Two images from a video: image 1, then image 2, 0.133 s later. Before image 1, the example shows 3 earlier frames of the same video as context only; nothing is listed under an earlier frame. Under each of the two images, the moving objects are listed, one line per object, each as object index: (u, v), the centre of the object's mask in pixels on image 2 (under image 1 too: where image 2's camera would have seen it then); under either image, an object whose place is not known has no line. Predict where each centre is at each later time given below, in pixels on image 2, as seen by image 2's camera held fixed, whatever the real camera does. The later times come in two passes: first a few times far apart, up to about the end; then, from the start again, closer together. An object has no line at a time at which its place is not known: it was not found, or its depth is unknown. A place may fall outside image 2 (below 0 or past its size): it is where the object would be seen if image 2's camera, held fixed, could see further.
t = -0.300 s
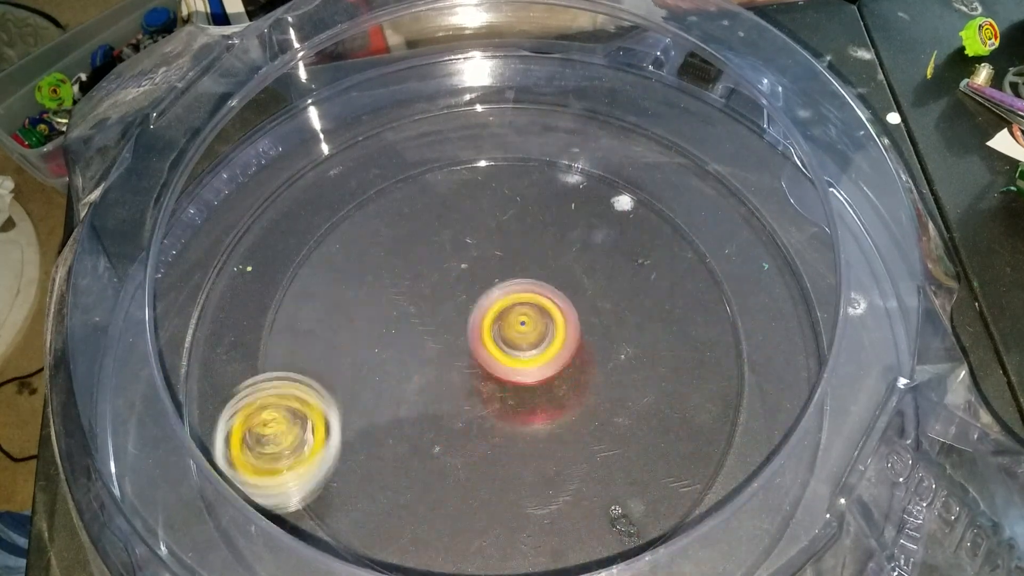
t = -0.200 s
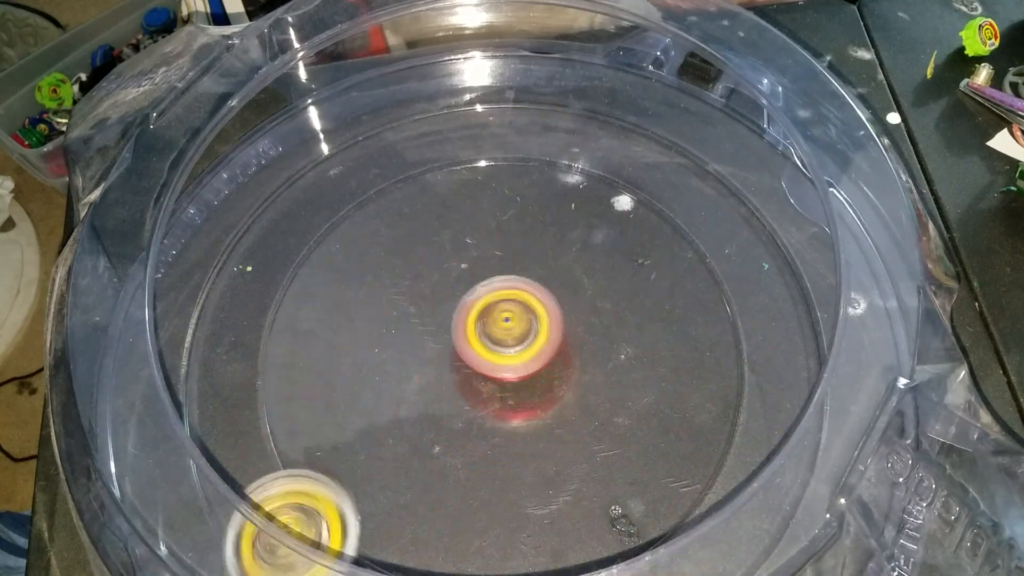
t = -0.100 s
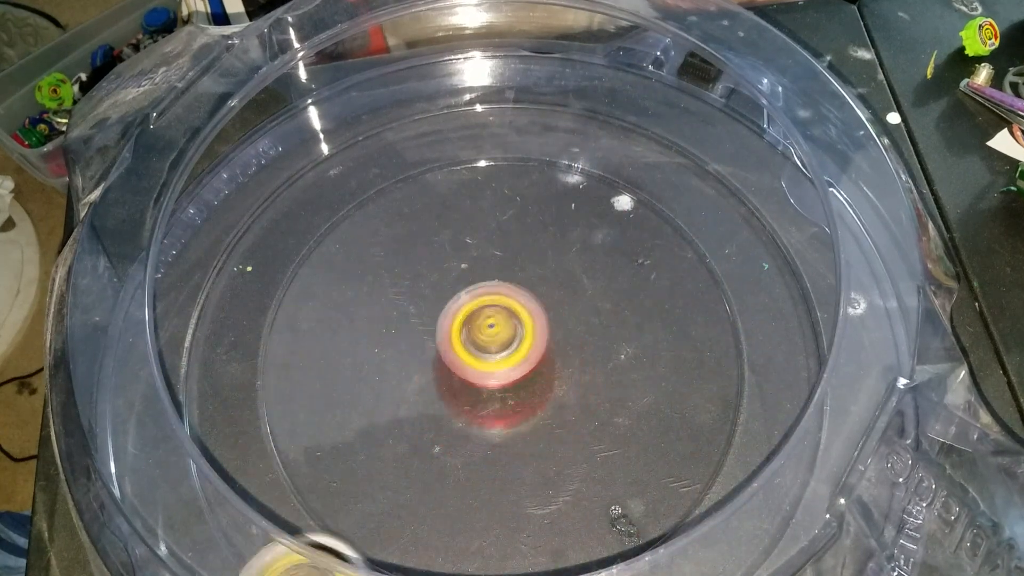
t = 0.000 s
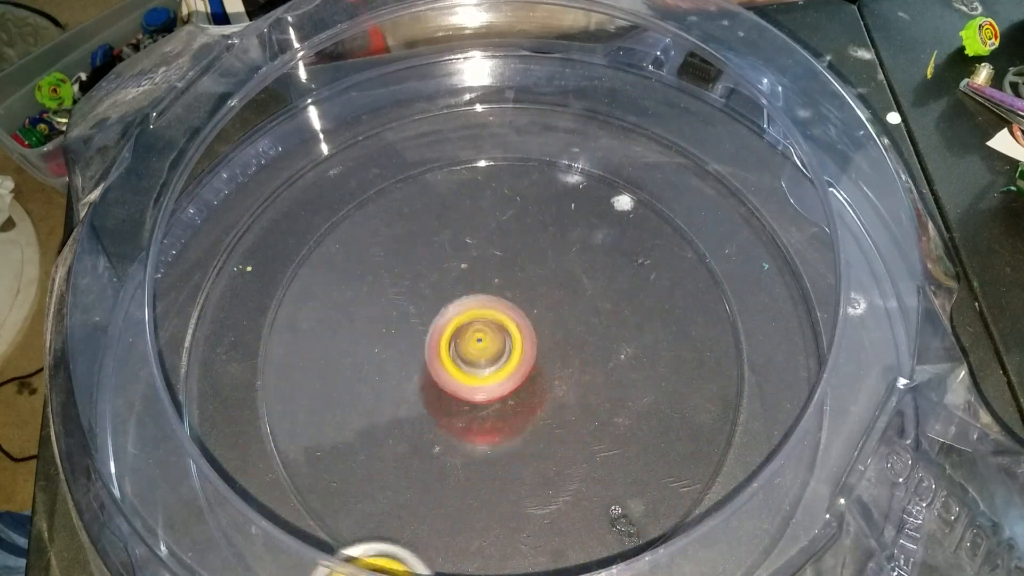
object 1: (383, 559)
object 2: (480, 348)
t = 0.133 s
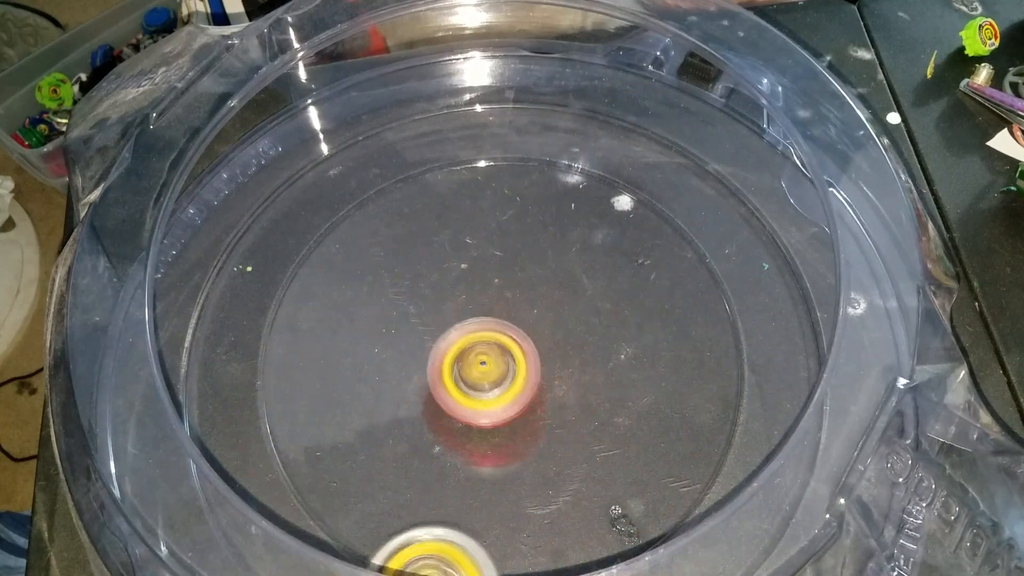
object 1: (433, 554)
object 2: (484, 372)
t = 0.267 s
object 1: (496, 532)
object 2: (504, 384)
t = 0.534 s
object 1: (625, 350)
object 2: (512, 335)
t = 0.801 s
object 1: (481, 249)
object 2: (459, 351)
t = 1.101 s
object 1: (375, 374)
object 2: (517, 417)
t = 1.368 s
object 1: (145, 335)
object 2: (832, 382)
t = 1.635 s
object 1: (249, 286)
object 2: (854, 363)
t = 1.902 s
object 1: (382, 276)
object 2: (832, 418)
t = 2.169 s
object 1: (559, 332)
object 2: (718, 442)
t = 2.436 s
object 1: (631, 266)
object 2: (526, 385)
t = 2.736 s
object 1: (520, 357)
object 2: (393, 340)
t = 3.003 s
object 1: (565, 468)
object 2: (355, 381)
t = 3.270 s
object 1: (558, 428)
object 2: (433, 367)
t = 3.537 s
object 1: (631, 446)
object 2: (405, 225)
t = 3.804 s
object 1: (539, 376)
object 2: (444, 267)
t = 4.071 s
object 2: (459, 76)
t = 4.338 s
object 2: (471, 254)
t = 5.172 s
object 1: (470, 200)
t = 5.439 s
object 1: (411, 130)
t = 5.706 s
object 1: (401, 121)
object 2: (440, 346)
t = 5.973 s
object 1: (400, 139)
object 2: (443, 343)
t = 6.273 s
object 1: (363, 164)
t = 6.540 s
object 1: (321, 170)
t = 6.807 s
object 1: (289, 196)
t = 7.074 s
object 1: (269, 225)
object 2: (465, 341)
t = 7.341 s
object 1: (240, 246)
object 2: (466, 346)
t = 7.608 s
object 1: (226, 267)
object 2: (499, 372)
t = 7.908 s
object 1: (225, 303)
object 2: (503, 381)
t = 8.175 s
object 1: (217, 347)
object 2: (489, 353)
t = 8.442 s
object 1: (215, 359)
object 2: (498, 343)
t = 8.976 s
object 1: (276, 395)
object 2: (481, 364)
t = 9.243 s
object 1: (413, 366)
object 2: (521, 339)
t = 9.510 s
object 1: (434, 351)
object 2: (537, 331)
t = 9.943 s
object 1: (434, 349)
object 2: (537, 363)
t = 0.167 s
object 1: (445, 551)
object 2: (488, 376)
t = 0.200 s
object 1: (457, 546)
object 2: (493, 380)
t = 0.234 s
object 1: (477, 541)
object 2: (498, 383)
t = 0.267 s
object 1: (496, 532)
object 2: (504, 384)
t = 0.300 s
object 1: (521, 520)
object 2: (510, 383)
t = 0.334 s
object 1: (546, 498)
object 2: (516, 381)
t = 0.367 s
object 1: (572, 470)
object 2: (519, 376)
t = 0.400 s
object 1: (593, 452)
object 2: (522, 365)
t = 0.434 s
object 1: (613, 428)
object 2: (524, 355)
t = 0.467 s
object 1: (624, 402)
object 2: (522, 347)
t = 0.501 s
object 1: (627, 376)
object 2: (518, 340)
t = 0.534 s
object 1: (625, 350)
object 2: (512, 335)
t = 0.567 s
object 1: (616, 327)
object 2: (505, 331)
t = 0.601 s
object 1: (606, 305)
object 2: (495, 329)
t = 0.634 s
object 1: (593, 286)
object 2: (486, 329)
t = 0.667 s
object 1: (576, 270)
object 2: (479, 330)
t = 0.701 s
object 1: (554, 258)
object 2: (473, 333)
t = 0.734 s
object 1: (531, 249)
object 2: (467, 338)
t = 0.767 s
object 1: (507, 247)
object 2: (462, 343)
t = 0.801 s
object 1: (481, 249)
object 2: (459, 351)
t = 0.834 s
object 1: (459, 253)
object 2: (457, 359)
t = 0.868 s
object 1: (438, 263)
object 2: (457, 367)
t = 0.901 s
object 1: (417, 275)
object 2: (458, 376)
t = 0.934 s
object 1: (401, 291)
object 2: (463, 383)
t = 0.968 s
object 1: (388, 309)
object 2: (472, 394)
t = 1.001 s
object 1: (375, 320)
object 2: (485, 406)
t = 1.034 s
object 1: (368, 334)
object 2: (497, 415)
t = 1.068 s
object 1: (368, 353)
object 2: (508, 418)
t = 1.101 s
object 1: (375, 374)
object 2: (517, 417)
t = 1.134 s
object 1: (390, 394)
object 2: (524, 413)
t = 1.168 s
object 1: (408, 407)
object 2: (531, 408)
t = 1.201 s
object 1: (371, 400)
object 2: (586, 407)
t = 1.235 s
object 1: (315, 386)
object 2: (659, 408)
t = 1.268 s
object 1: (265, 371)
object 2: (721, 402)
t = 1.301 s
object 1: (222, 357)
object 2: (757, 392)
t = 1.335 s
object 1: (186, 348)
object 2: (812, 395)
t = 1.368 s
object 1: (145, 335)
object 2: (832, 382)
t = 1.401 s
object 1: (142, 334)
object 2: (834, 369)
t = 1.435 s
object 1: (162, 331)
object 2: (841, 361)
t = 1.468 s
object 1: (179, 325)
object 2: (845, 356)
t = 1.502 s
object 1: (202, 322)
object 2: (848, 354)
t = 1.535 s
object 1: (210, 317)
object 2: (849, 354)
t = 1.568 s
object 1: (222, 311)
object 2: (851, 356)
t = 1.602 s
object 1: (236, 300)
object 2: (851, 358)
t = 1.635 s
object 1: (249, 286)
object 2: (854, 363)
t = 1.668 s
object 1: (262, 273)
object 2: (856, 369)
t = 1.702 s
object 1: (275, 261)
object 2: (856, 376)
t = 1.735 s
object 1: (290, 251)
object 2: (855, 382)
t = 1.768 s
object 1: (307, 245)
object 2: (852, 389)
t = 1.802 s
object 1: (323, 246)
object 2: (849, 397)
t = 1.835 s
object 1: (343, 252)
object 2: (844, 404)
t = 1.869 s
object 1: (362, 264)
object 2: (838, 412)
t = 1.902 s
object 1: (382, 276)
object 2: (832, 418)
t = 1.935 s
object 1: (404, 291)
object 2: (825, 425)
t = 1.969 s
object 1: (427, 304)
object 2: (814, 431)
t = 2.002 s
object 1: (452, 316)
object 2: (801, 434)
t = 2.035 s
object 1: (475, 326)
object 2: (781, 434)
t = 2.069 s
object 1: (499, 332)
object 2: (766, 436)
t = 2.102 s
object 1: (521, 337)
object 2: (747, 437)
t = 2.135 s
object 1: (541, 336)
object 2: (727, 436)
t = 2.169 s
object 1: (559, 332)
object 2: (718, 442)
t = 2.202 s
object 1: (574, 327)
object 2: (703, 447)
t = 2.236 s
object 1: (587, 318)
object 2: (685, 448)
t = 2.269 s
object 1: (600, 309)
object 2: (662, 442)
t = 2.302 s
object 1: (611, 300)
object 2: (635, 434)
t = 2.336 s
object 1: (620, 291)
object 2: (610, 423)
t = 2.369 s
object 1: (628, 283)
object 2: (579, 411)
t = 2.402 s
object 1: (633, 274)
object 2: (554, 398)
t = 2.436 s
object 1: (631, 266)
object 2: (526, 385)
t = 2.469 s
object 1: (626, 262)
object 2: (501, 371)
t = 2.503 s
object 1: (615, 262)
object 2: (479, 358)
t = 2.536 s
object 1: (603, 266)
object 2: (459, 347)
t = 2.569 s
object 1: (589, 275)
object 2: (443, 338)
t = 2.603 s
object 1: (569, 287)
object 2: (430, 332)
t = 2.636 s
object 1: (551, 302)
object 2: (422, 330)
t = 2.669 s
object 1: (534, 319)
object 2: (415, 332)
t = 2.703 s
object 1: (520, 338)
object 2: (408, 337)
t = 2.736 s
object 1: (520, 357)
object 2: (393, 340)
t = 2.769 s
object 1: (520, 376)
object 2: (380, 347)
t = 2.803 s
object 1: (522, 393)
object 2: (372, 353)
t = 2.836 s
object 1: (527, 410)
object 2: (364, 360)
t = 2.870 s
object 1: (534, 425)
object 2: (360, 366)
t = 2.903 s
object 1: (540, 438)
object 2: (356, 371)
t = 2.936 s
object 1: (548, 449)
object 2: (353, 376)
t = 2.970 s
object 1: (556, 459)
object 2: (353, 379)
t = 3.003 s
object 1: (565, 468)
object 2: (355, 381)
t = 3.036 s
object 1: (573, 474)
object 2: (359, 382)
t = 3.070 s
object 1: (580, 477)
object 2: (364, 382)
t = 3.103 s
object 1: (584, 476)
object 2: (372, 382)
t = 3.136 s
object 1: (585, 471)
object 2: (382, 380)
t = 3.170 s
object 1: (583, 463)
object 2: (394, 379)
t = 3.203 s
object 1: (579, 453)
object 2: (405, 375)
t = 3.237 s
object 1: (570, 441)
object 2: (419, 372)
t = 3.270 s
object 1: (558, 428)
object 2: (433, 367)
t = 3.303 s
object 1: (546, 416)
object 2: (446, 362)
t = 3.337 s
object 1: (564, 428)
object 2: (438, 335)
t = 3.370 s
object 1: (582, 439)
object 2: (424, 302)
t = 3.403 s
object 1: (597, 447)
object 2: (416, 274)
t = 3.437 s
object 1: (607, 450)
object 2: (411, 254)
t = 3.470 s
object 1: (616, 451)
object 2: (408, 240)
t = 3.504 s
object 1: (624, 450)
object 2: (407, 230)
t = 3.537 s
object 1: (631, 446)
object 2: (405, 225)
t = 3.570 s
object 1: (634, 440)
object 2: (405, 222)
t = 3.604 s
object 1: (632, 431)
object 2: (406, 222)
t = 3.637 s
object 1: (624, 421)
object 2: (408, 223)
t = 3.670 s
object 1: (611, 411)
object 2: (413, 229)
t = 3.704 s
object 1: (595, 401)
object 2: (418, 235)
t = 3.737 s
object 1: (577, 392)
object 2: (425, 242)
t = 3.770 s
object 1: (559, 383)
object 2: (435, 253)
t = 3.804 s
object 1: (539, 376)
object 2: (444, 267)
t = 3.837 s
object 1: (520, 370)
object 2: (454, 279)
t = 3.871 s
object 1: (513, 419)
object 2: (457, 260)
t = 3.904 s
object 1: (510, 495)
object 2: (458, 201)
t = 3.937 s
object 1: (506, 530)
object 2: (458, 152)
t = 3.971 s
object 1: (503, 553)
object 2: (458, 104)
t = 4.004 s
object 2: (461, 65)
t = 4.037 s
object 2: (459, 63)
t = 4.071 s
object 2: (459, 76)
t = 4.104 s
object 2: (462, 97)
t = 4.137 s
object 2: (463, 124)
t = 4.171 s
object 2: (465, 139)
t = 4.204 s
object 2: (468, 155)
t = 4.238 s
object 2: (470, 177)
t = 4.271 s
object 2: (471, 199)
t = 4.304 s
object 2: (472, 227)
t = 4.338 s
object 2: (471, 254)
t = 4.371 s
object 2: (474, 284)
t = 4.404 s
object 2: (473, 314)
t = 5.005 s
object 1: (459, 387)
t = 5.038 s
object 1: (475, 358)
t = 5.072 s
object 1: (479, 313)
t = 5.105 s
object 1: (478, 270)
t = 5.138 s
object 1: (475, 232)
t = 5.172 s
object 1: (470, 200)
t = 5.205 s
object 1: (462, 173)
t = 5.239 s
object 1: (455, 154)
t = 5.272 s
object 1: (444, 145)
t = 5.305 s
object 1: (436, 143)
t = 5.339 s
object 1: (430, 141)
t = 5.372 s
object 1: (422, 137)
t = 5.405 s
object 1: (415, 134)
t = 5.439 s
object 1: (411, 130)
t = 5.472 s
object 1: (410, 127)
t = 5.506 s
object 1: (409, 127)
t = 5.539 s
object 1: (407, 126)
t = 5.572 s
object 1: (402, 124)
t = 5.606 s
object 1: (401, 123)
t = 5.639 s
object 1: (403, 121)
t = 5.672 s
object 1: (403, 121)
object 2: (447, 348)
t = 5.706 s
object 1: (401, 121)
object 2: (440, 346)
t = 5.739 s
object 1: (401, 121)
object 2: (437, 344)
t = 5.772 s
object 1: (405, 122)
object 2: (436, 343)
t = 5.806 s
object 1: (403, 125)
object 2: (435, 342)
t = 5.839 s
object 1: (401, 128)
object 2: (436, 342)
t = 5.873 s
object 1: (401, 129)
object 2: (437, 342)
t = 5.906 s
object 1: (402, 130)
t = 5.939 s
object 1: (402, 135)
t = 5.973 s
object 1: (400, 139)
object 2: (443, 343)
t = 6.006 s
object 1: (395, 144)
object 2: (446, 344)
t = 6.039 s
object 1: (392, 148)
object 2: (448, 346)
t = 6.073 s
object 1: (392, 149)
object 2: (452, 347)
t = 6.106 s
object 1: (389, 152)
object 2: (456, 349)
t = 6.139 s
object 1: (385, 155)
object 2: (465, 350)
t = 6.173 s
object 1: (381, 157)
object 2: (472, 352)
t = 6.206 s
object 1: (375, 159)
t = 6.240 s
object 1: (369, 161)
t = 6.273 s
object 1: (363, 164)
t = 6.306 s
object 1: (355, 166)
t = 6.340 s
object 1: (349, 168)
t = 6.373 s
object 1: (346, 168)
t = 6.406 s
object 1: (342, 169)
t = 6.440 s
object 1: (339, 170)
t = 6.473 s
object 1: (334, 169)
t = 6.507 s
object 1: (326, 170)
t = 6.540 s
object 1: (321, 170)
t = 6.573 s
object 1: (314, 172)
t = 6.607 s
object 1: (307, 175)
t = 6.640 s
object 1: (304, 177)
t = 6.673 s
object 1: (302, 179)
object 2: (529, 373)
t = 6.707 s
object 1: (298, 183)
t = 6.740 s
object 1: (289, 191)
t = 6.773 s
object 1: (287, 194)
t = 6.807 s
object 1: (289, 196)
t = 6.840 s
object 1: (286, 201)
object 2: (501, 364)
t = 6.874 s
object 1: (283, 207)
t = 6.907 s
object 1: (278, 212)
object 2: (487, 357)
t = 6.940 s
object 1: (275, 216)
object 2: (480, 353)
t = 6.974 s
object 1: (275, 217)
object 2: (473, 349)
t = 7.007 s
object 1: (273, 220)
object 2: (470, 346)
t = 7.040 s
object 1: (271, 223)
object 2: (467, 343)
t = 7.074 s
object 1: (269, 225)
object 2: (465, 341)
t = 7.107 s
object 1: (264, 228)
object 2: (467, 341)
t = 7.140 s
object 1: (262, 230)
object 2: (467, 339)
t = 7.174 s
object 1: (255, 234)
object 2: (466, 340)
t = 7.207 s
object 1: (250, 238)
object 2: (468, 341)
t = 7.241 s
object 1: (245, 240)
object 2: (466, 342)
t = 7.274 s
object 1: (242, 242)
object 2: (466, 344)
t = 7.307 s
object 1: (243, 243)
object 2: (467, 344)
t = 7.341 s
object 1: (240, 246)
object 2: (466, 346)
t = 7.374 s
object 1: (237, 249)
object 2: (469, 347)
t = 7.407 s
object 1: (232, 252)
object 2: (473, 348)
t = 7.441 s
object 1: (229, 253)
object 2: (476, 352)
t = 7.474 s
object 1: (232, 252)
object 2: (481, 356)
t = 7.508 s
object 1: (233, 255)
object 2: (486, 359)
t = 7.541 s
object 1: (233, 258)
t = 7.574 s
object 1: (230, 263)
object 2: (496, 369)
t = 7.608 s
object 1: (226, 267)
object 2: (499, 372)
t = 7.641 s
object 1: (225, 267)
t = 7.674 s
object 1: (228, 269)
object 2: (506, 381)
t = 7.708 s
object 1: (228, 272)
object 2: (506, 383)
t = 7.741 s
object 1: (229, 276)
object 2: (507, 385)
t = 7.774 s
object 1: (228, 281)
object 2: (507, 385)
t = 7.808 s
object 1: (228, 288)
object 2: (505, 386)
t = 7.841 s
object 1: (227, 292)
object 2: (506, 383)
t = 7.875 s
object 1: (227, 298)
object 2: (504, 382)
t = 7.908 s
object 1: (225, 303)
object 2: (503, 381)
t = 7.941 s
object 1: (224, 308)
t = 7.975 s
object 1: (224, 312)
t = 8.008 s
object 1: (224, 318)
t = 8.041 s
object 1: (224, 322)
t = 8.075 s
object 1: (223, 329)
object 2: (492, 365)
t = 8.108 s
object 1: (221, 335)
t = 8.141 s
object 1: (218, 341)
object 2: (490, 356)
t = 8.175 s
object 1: (217, 347)
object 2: (489, 353)
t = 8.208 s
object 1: (217, 351)
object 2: (488, 347)
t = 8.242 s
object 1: (217, 356)
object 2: (491, 346)
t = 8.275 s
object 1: (217, 358)
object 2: (491, 342)
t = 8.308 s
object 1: (217, 360)
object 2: (493, 342)
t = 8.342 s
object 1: (216, 361)
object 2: (494, 339)
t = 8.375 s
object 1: (216, 360)
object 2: (496, 341)
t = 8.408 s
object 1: (216, 360)
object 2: (496, 342)
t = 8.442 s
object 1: (215, 359)
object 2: (498, 343)
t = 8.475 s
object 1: (216, 359)
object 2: (499, 344)
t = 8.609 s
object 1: (214, 367)
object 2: (499, 351)
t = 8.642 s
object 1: (214, 367)
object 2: (500, 355)
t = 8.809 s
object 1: (233, 373)
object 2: (489, 368)
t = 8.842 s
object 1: (238, 376)
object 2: (488, 369)
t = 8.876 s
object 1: (243, 381)
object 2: (484, 369)
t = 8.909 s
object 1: (250, 384)
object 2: (484, 366)
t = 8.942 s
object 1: (262, 391)
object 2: (483, 366)
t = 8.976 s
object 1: (276, 395)
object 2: (481, 364)
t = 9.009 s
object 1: (299, 394)
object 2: (481, 362)
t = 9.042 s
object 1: (324, 394)
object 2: (479, 361)
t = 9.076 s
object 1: (348, 389)
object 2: (482, 359)
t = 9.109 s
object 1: (371, 382)
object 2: (485, 360)
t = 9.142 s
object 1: (389, 373)
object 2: (490, 356)
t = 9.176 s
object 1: (398, 370)
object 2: (504, 350)
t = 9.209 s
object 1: (406, 368)
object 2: (515, 345)
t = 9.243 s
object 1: (413, 366)
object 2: (521, 339)
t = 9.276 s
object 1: (420, 365)
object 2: (525, 335)
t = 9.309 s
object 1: (426, 364)
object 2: (529, 331)
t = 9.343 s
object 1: (433, 363)
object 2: (532, 331)
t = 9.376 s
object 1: (438, 361)
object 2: (532, 331)
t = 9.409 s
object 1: (438, 357)
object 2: (534, 331)
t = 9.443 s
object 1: (436, 354)
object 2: (536, 331)
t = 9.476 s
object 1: (435, 352)
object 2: (538, 332)
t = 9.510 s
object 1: (434, 351)
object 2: (537, 331)
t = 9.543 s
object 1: (434, 351)
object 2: (537, 331)
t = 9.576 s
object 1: (435, 352)
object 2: (537, 331)
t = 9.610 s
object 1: (436, 354)
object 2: (535, 334)
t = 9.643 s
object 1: (434, 354)
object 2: (536, 337)
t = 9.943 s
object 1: (434, 349)
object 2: (537, 363)
